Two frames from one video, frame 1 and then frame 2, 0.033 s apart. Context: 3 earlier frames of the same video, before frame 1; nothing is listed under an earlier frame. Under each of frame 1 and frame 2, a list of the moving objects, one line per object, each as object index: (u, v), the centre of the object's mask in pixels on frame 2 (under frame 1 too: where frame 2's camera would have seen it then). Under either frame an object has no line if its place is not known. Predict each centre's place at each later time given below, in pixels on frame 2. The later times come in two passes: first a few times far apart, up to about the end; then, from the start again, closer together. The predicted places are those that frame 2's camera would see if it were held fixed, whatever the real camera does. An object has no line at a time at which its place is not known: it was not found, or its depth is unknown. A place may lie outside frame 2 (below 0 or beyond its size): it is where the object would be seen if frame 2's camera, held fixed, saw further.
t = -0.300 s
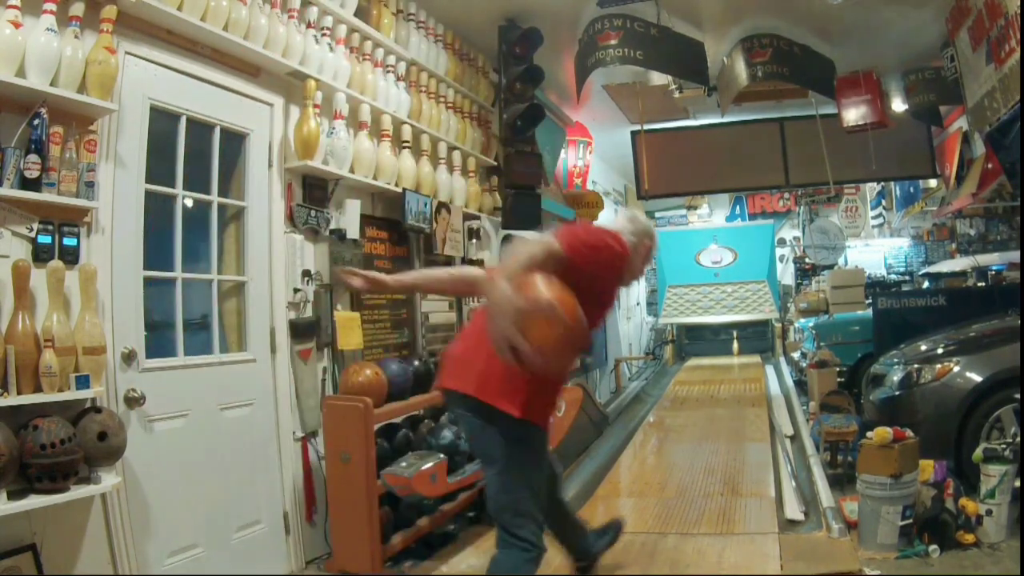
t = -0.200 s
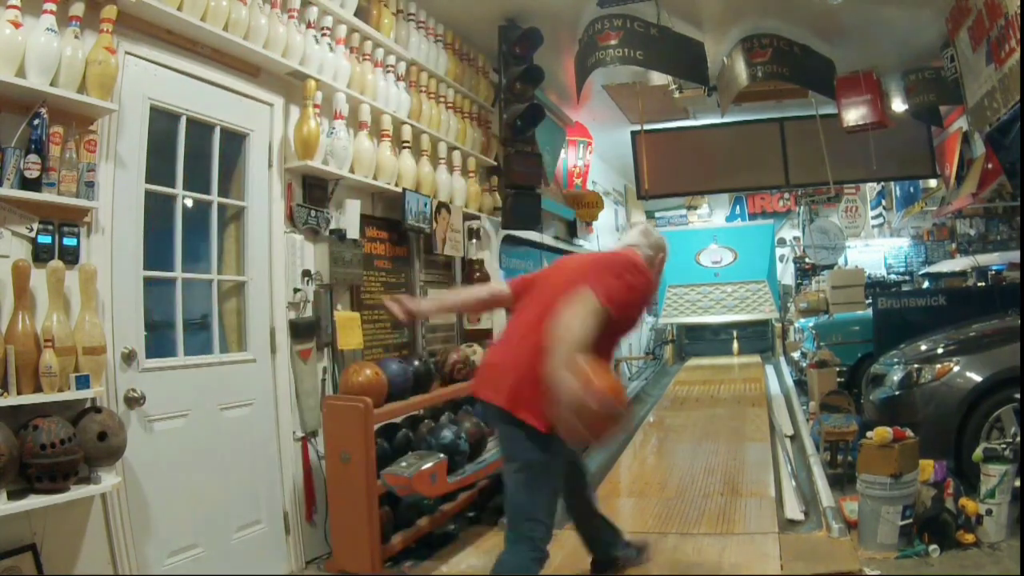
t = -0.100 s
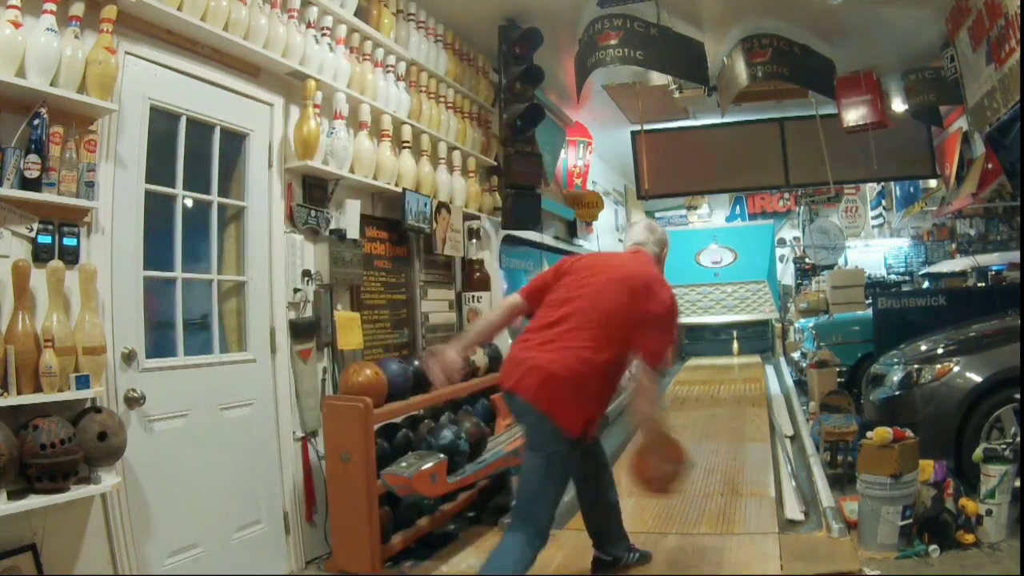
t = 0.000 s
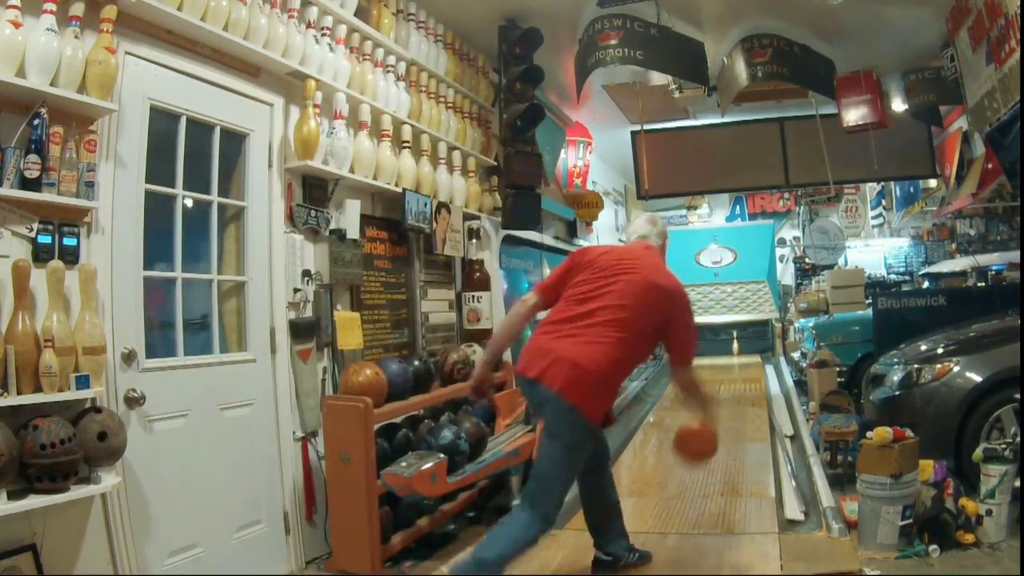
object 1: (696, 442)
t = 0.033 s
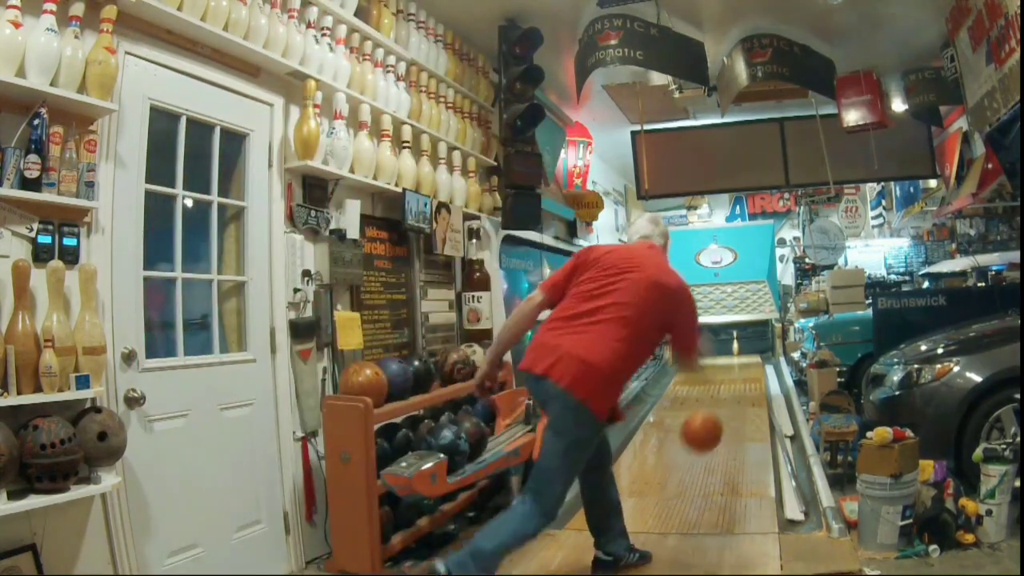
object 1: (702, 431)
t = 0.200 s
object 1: (722, 415)
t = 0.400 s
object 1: (733, 393)
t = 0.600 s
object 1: (737, 370)
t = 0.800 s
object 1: (736, 353)
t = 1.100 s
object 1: (734, 348)
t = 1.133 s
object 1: (734, 348)
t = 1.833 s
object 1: (700, 355)
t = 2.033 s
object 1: (690, 356)
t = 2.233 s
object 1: (687, 357)
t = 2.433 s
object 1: (688, 357)
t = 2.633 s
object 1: (690, 356)
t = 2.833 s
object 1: (691, 356)
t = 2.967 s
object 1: (692, 356)
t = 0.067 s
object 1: (707, 424)
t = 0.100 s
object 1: (712, 418)
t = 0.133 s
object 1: (716, 415)
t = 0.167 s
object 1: (719, 414)
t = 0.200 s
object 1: (722, 415)
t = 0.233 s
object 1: (725, 416)
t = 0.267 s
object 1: (727, 418)
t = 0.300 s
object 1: (729, 409)
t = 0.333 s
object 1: (730, 402)
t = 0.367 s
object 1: (732, 396)
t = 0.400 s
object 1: (733, 393)
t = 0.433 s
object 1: (734, 389)
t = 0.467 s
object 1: (734, 385)
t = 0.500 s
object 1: (735, 381)
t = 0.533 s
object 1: (735, 377)
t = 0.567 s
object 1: (736, 374)
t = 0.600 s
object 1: (737, 370)
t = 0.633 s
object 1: (736, 366)
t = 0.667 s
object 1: (736, 362)
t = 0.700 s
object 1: (737, 360)
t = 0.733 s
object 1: (737, 359)
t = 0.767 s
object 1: (736, 356)
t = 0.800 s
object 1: (736, 353)
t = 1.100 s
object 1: (734, 348)
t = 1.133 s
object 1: (734, 348)
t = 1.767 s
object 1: (704, 355)
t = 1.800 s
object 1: (702, 355)
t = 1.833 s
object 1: (700, 355)
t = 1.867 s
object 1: (698, 355)
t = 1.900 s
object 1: (697, 355)
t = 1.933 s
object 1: (696, 355)
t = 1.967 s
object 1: (694, 355)
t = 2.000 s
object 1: (692, 355)
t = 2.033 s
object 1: (690, 356)
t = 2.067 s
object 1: (688, 356)
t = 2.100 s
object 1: (687, 357)
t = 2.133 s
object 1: (686, 357)
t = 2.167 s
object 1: (686, 357)
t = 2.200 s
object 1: (687, 357)
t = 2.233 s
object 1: (687, 357)
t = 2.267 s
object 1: (687, 357)
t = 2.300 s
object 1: (688, 357)
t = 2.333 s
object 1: (688, 357)
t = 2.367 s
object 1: (688, 357)
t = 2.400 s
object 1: (688, 356)
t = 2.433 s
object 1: (688, 357)
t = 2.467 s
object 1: (689, 356)
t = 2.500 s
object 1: (689, 356)
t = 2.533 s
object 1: (689, 356)
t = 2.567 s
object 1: (689, 356)
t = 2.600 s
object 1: (689, 356)
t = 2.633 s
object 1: (690, 356)
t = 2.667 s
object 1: (690, 356)
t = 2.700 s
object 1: (690, 356)
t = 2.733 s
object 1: (690, 356)
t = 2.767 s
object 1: (690, 356)
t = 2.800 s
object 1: (690, 356)
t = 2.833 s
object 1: (691, 356)
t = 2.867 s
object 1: (691, 356)
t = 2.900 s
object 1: (692, 356)
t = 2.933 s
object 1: (692, 356)
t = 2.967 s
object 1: (692, 356)
